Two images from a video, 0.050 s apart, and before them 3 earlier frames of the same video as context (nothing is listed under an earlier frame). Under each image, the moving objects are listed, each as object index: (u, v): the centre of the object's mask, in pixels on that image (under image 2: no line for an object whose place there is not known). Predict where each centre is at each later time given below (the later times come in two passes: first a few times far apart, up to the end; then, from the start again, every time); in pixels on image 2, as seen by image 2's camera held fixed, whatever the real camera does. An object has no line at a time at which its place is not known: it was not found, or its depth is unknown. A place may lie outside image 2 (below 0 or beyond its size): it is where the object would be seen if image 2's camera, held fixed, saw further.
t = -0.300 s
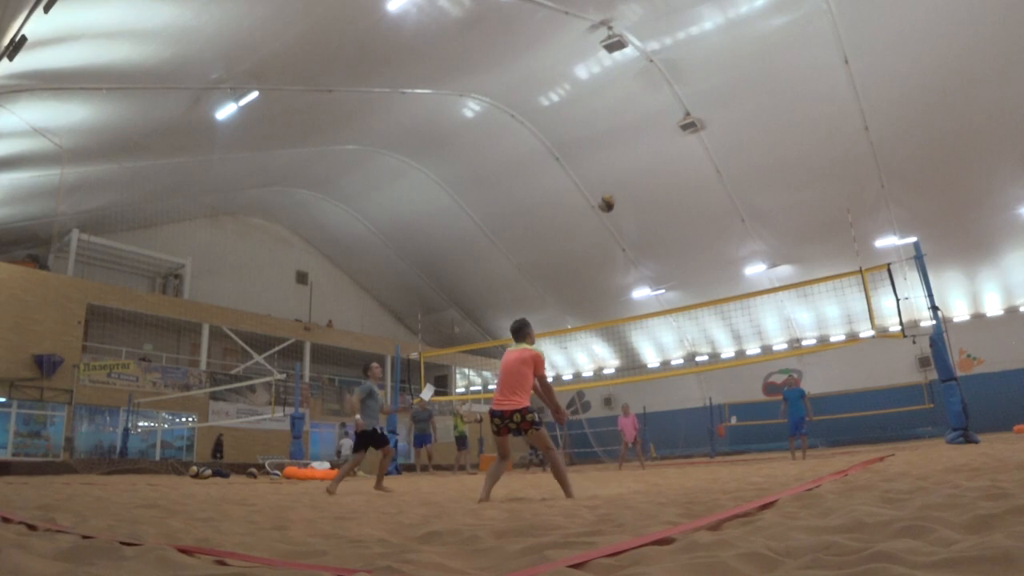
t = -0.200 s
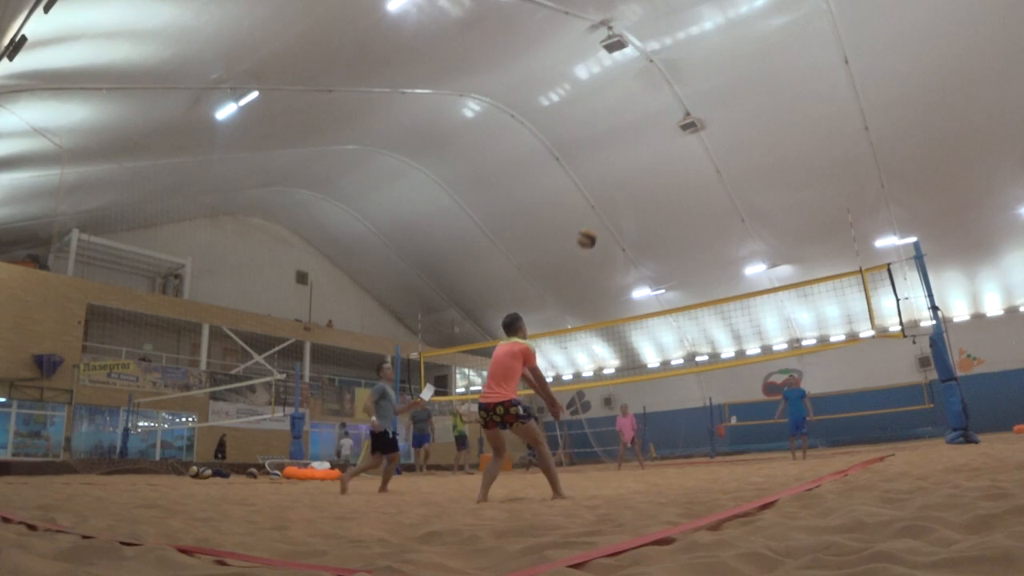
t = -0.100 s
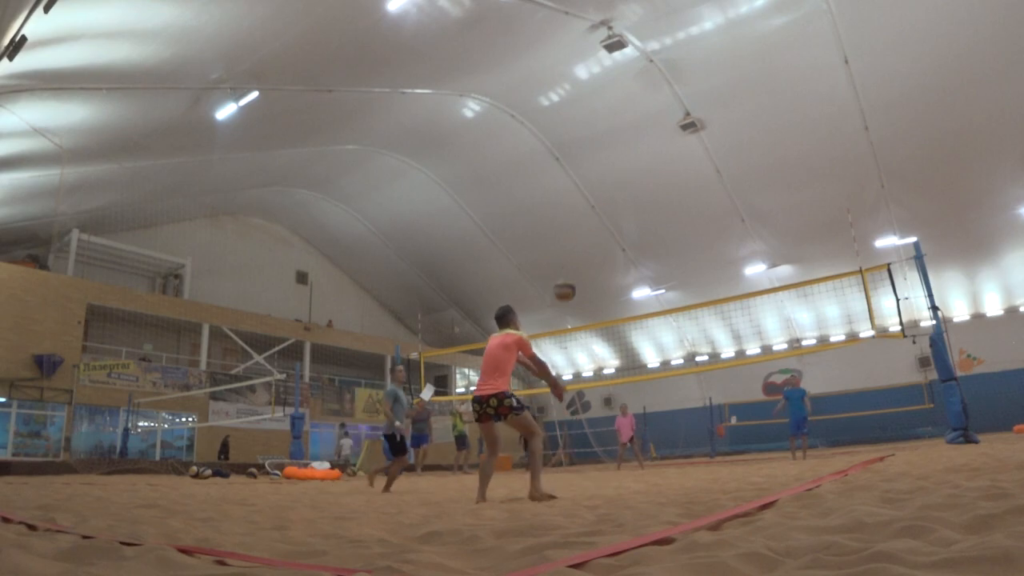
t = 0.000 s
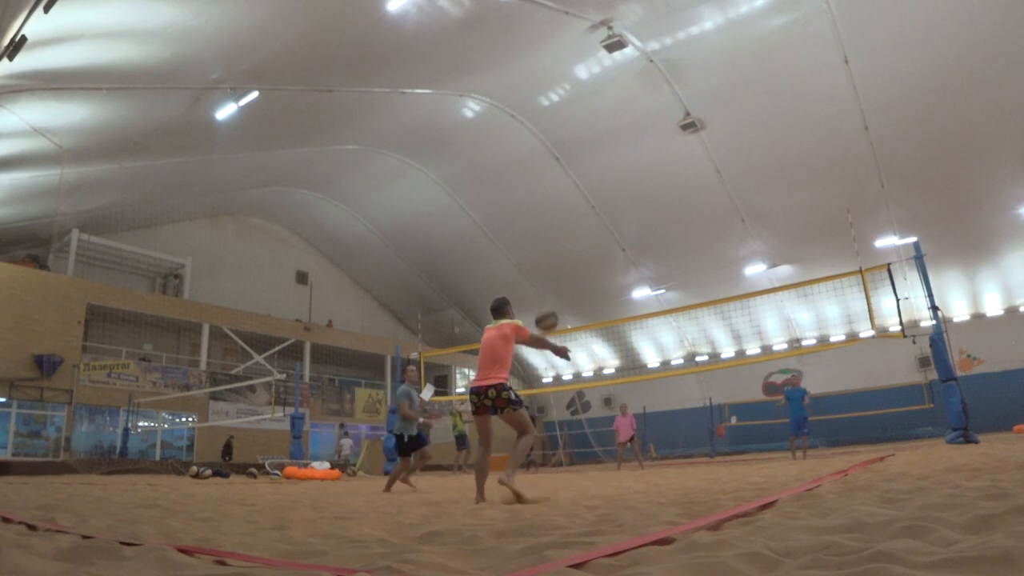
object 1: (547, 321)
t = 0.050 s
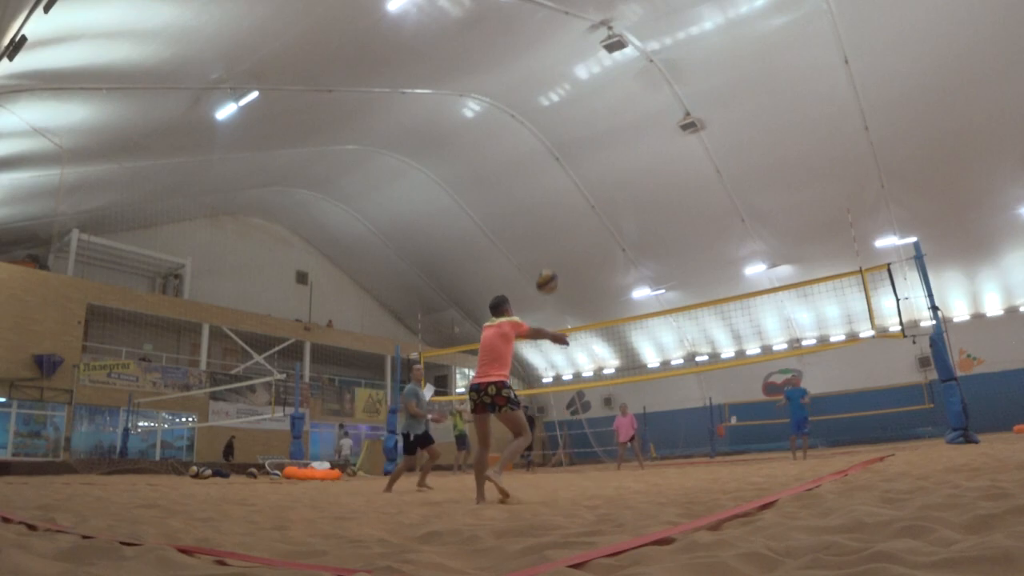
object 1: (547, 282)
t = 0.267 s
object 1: (550, 164)
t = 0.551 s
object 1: (558, 99)
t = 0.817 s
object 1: (569, 100)
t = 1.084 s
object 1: (584, 150)
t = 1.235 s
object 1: (594, 201)
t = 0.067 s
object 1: (547, 270)
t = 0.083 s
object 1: (547, 258)
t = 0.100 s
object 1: (547, 247)
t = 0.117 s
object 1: (547, 237)
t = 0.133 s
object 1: (547, 227)
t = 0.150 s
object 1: (547, 218)
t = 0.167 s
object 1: (548, 210)
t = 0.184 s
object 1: (548, 201)
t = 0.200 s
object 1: (548, 193)
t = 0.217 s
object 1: (549, 185)
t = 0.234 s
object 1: (549, 178)
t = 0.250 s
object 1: (549, 170)
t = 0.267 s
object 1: (550, 164)
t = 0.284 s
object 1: (550, 158)
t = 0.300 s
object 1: (551, 152)
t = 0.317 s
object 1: (551, 146)
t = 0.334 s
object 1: (551, 141)
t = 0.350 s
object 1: (552, 136)
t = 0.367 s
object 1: (552, 132)
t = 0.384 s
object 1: (553, 128)
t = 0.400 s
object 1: (553, 124)
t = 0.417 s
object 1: (553, 120)
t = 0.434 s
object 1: (554, 117)
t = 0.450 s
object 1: (555, 114)
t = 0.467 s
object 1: (555, 111)
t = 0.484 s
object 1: (556, 109)
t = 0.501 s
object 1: (556, 105)
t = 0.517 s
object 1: (557, 103)
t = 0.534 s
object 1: (557, 101)
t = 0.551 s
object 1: (558, 99)
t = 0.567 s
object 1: (559, 98)
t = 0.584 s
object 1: (559, 97)
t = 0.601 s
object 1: (560, 96)
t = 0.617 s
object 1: (561, 95)
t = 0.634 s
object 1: (561, 94)
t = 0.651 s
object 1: (562, 94)
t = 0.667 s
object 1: (563, 93)
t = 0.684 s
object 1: (563, 94)
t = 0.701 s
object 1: (564, 94)
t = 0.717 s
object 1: (565, 94)
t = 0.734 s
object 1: (565, 95)
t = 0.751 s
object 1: (566, 95)
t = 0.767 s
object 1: (567, 96)
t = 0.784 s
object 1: (568, 97)
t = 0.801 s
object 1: (569, 99)
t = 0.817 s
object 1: (569, 100)
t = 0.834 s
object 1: (570, 102)
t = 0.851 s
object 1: (571, 104)
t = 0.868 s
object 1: (572, 106)
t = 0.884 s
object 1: (572, 108)
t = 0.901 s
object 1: (573, 111)
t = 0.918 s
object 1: (574, 114)
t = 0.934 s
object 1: (575, 116)
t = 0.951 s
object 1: (576, 119)
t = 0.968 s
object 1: (577, 123)
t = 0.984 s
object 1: (578, 126)
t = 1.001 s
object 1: (579, 130)
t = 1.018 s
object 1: (580, 133)
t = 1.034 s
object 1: (581, 137)
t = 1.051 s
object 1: (582, 141)
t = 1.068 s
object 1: (582, 145)
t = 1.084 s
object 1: (584, 150)
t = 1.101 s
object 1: (585, 155)
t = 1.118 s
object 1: (585, 160)
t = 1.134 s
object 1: (586, 165)
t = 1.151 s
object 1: (587, 171)
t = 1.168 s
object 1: (589, 176)
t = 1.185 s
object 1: (590, 182)
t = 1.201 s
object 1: (591, 188)
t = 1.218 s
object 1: (592, 194)
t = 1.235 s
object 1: (594, 201)
